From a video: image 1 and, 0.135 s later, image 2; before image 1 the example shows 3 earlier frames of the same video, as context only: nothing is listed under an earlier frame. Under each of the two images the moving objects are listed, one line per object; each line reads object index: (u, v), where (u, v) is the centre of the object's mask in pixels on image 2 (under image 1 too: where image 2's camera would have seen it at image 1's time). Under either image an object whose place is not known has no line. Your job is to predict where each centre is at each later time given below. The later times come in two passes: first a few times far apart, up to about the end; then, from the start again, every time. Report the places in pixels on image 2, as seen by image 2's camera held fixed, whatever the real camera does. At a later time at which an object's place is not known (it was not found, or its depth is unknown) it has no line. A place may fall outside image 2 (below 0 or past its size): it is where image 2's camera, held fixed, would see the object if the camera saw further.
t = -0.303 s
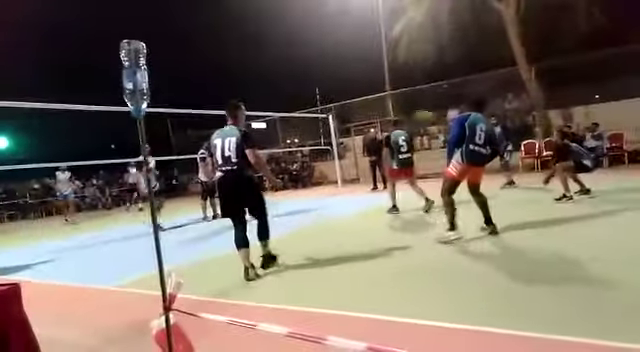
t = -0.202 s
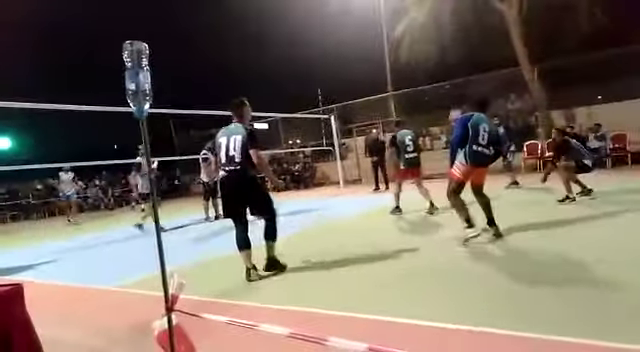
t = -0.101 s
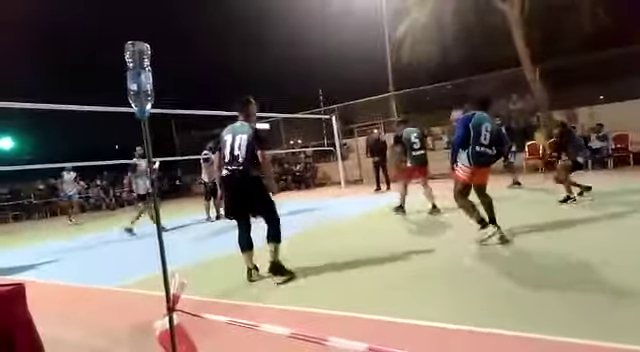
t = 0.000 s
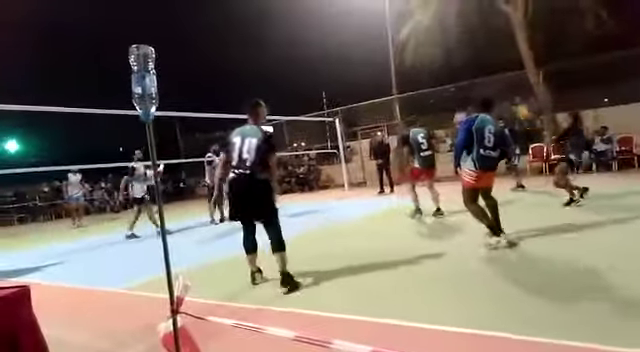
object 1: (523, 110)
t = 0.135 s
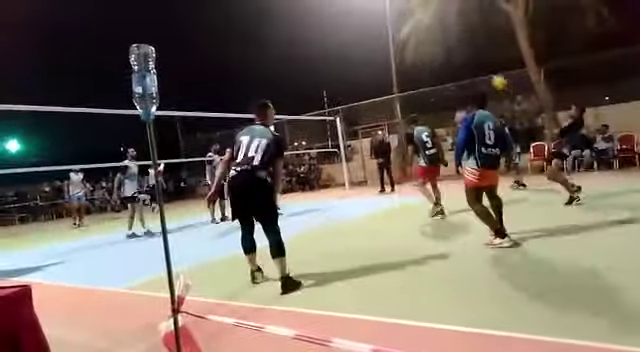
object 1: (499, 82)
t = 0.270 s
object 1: (477, 64)
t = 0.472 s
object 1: (448, 55)
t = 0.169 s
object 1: (493, 76)
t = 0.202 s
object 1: (487, 71)
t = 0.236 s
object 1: (481, 67)
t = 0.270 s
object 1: (477, 64)
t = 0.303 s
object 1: (471, 61)
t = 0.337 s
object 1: (467, 58)
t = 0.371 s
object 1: (462, 56)
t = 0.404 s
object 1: (457, 55)
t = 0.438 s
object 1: (453, 55)
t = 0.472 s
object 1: (448, 55)
